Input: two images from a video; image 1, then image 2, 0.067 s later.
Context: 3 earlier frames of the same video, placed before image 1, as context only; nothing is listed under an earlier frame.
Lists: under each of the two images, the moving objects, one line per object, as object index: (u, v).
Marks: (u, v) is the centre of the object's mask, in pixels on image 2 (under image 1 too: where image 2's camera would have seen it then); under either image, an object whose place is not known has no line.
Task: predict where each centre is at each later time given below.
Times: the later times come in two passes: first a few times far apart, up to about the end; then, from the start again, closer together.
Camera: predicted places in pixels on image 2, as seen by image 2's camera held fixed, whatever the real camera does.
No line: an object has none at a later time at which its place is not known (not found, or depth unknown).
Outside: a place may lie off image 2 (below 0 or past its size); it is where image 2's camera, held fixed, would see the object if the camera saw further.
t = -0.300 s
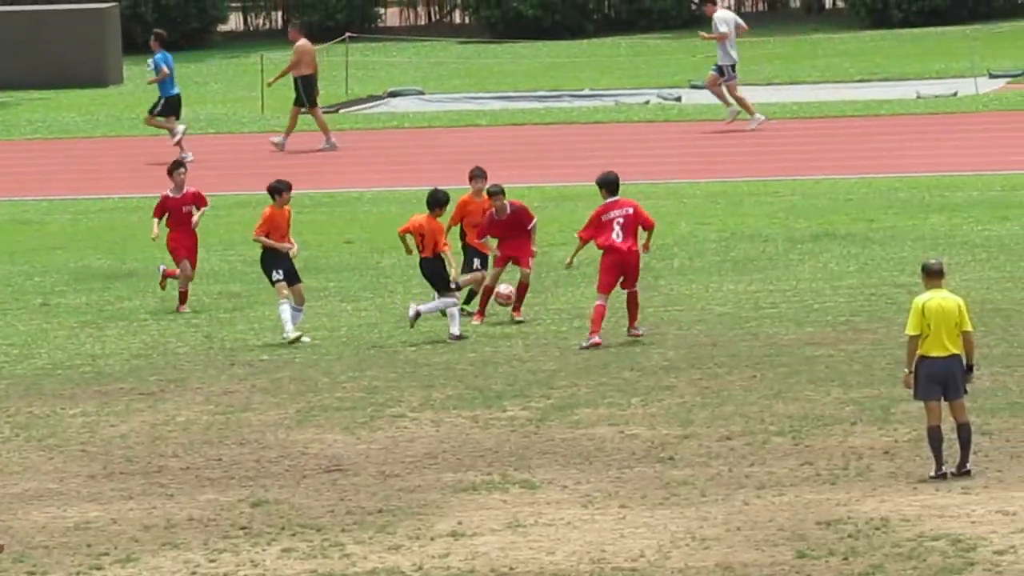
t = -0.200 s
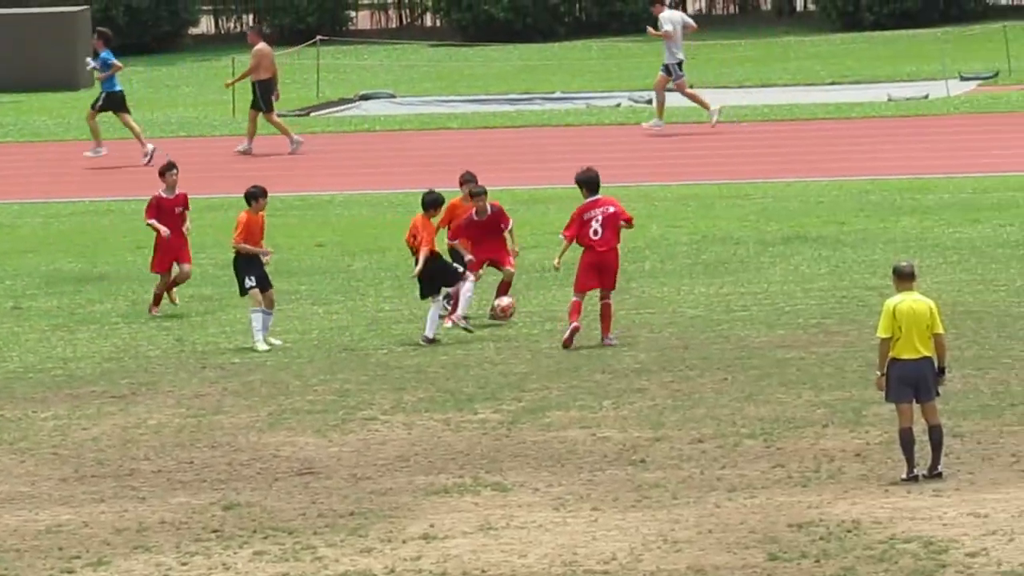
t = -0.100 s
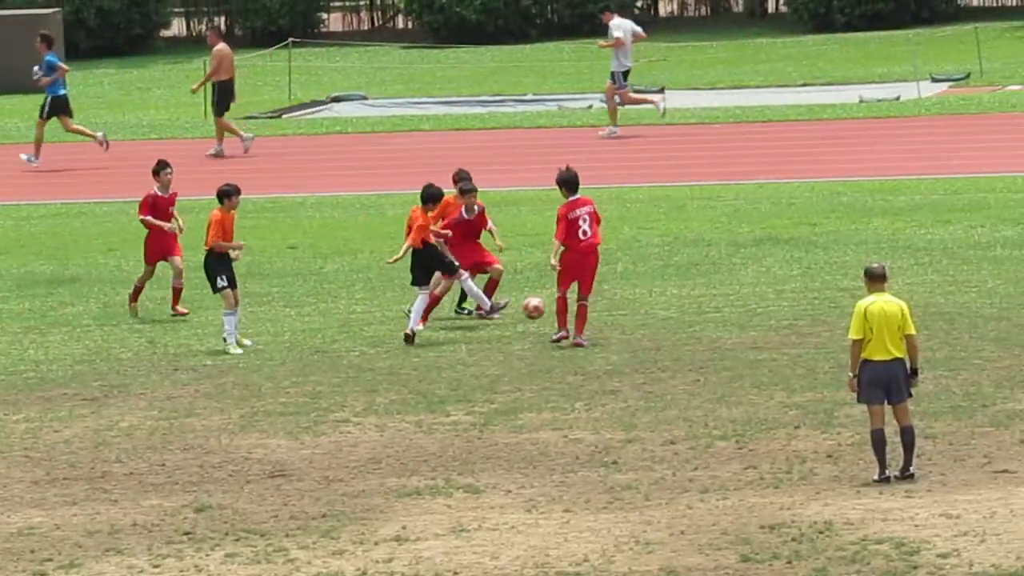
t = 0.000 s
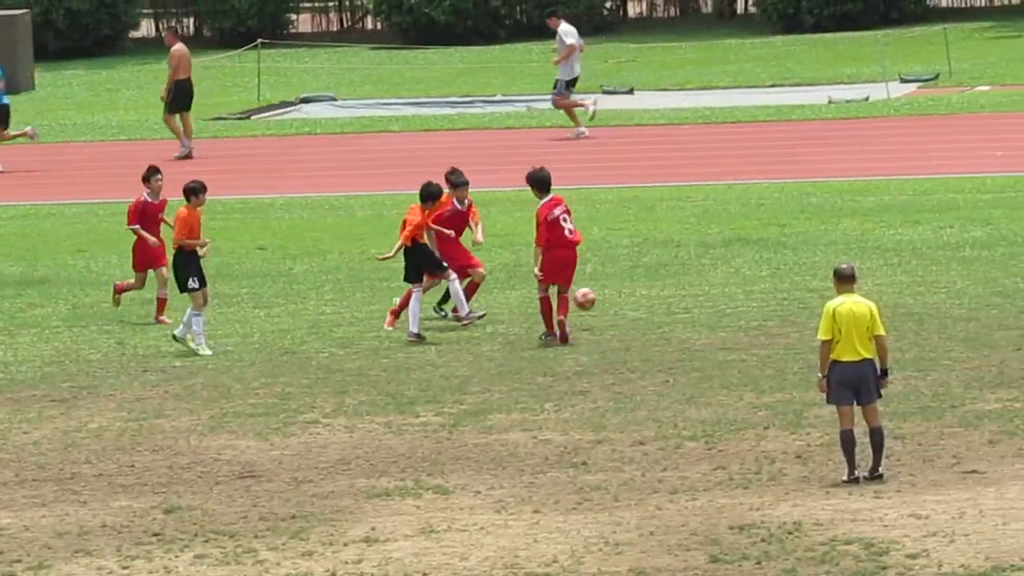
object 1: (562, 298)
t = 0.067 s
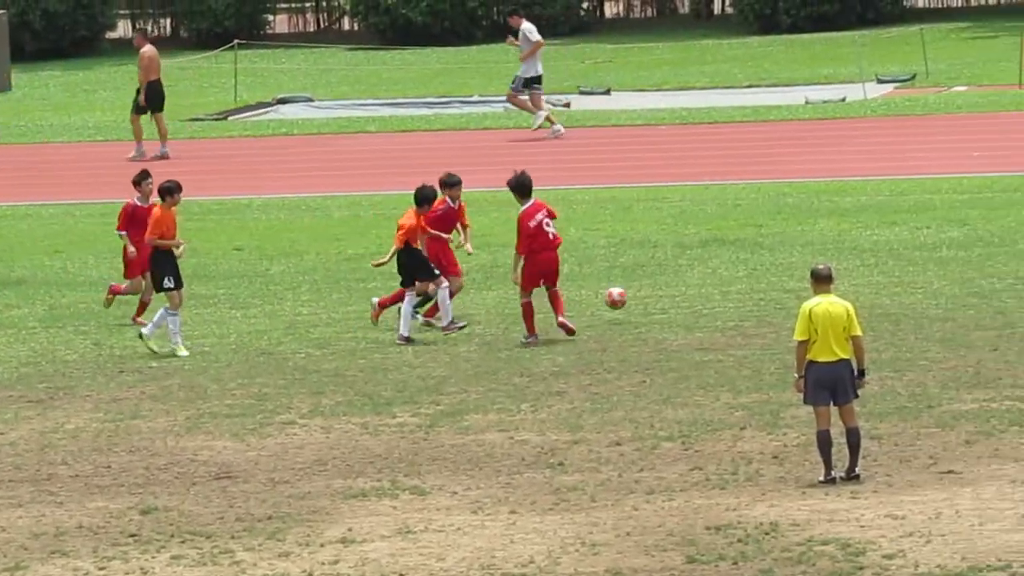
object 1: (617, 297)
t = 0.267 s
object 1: (755, 287)
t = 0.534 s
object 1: (905, 281)
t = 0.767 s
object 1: (1015, 271)
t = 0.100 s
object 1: (643, 298)
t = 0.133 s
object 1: (670, 300)
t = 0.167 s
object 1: (698, 302)
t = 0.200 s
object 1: (719, 299)
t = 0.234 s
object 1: (736, 293)
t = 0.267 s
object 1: (755, 287)
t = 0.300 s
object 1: (775, 281)
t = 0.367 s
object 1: (807, 275)
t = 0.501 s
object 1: (885, 278)
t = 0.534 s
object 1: (905, 281)
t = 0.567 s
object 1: (921, 281)
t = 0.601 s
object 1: (937, 279)
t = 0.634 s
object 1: (951, 278)
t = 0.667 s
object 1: (967, 278)
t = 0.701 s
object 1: (982, 275)
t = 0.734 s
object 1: (998, 273)
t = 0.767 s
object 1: (1015, 271)
